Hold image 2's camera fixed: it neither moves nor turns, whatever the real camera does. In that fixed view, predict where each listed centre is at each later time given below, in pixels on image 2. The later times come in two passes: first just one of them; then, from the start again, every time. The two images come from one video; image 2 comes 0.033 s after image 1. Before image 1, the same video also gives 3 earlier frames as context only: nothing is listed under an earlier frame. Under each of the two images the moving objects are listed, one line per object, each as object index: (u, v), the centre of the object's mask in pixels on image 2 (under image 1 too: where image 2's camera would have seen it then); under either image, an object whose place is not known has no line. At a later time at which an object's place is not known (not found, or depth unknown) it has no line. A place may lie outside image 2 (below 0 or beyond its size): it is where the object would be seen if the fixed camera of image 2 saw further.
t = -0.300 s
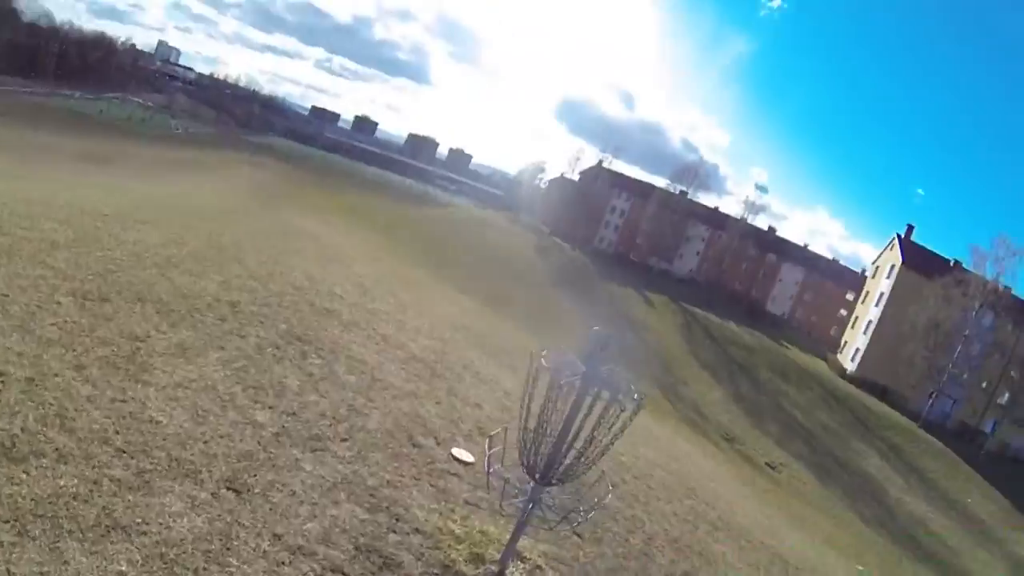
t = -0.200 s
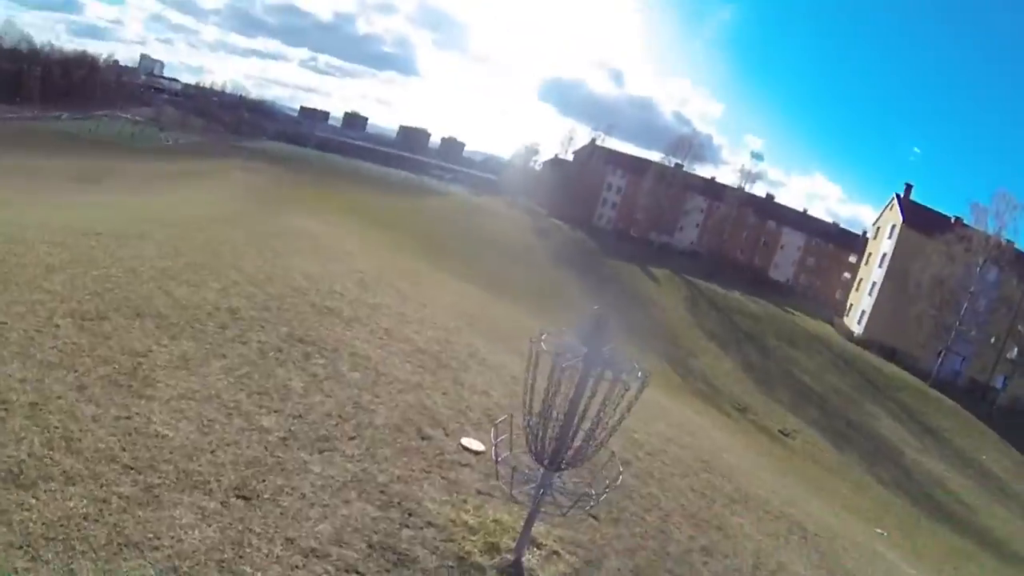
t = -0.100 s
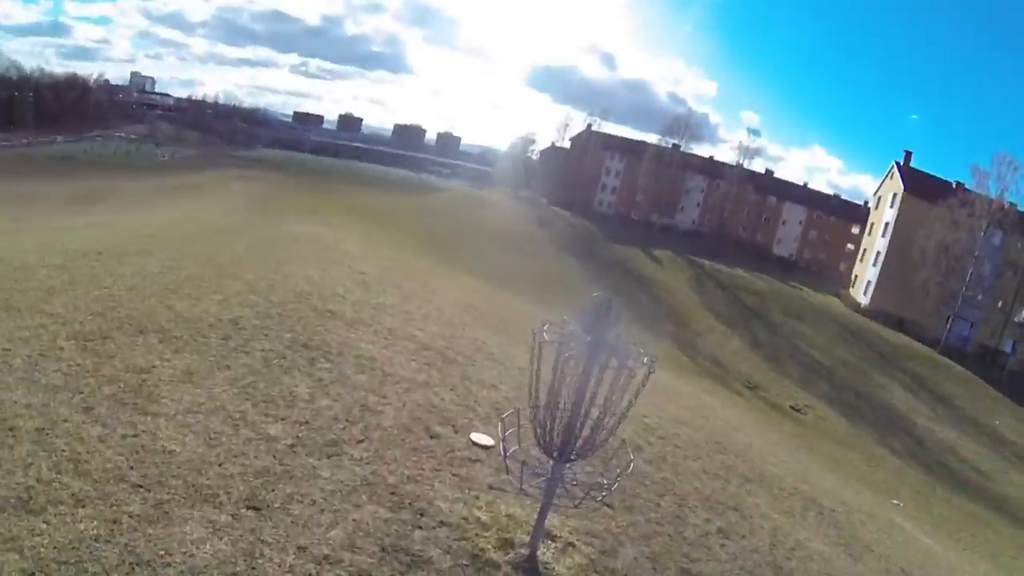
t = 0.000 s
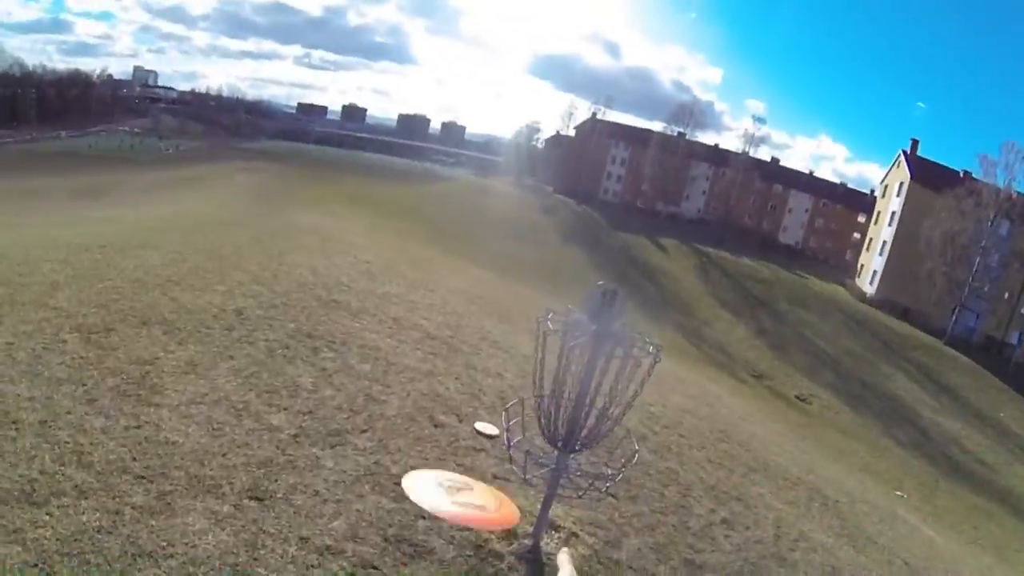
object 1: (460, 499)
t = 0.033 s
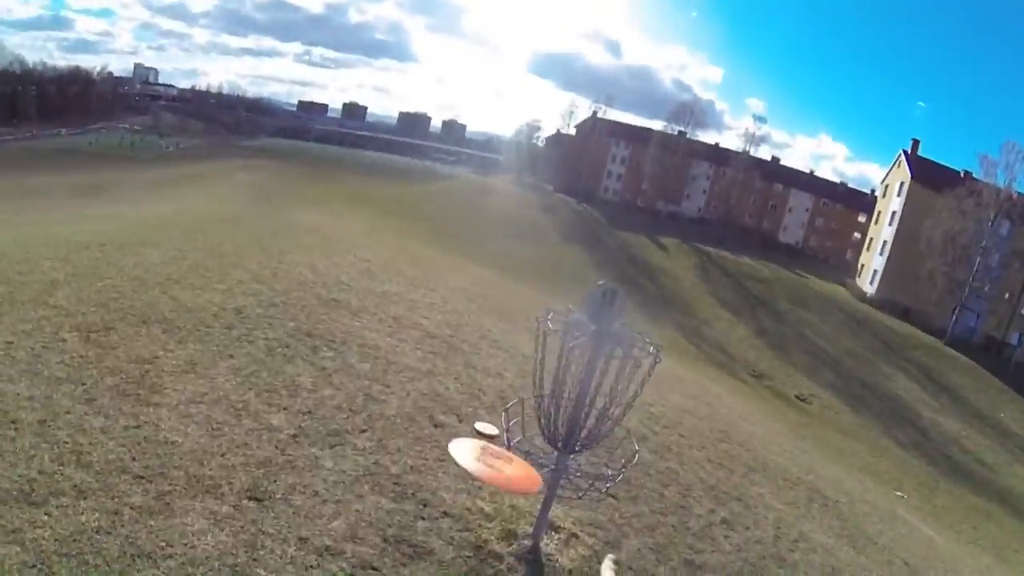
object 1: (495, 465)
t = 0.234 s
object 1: (558, 415)
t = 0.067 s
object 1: (518, 443)
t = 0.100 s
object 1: (536, 429)
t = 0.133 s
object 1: (548, 422)
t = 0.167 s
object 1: (556, 418)
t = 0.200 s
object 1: (561, 418)
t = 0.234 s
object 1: (558, 415)
